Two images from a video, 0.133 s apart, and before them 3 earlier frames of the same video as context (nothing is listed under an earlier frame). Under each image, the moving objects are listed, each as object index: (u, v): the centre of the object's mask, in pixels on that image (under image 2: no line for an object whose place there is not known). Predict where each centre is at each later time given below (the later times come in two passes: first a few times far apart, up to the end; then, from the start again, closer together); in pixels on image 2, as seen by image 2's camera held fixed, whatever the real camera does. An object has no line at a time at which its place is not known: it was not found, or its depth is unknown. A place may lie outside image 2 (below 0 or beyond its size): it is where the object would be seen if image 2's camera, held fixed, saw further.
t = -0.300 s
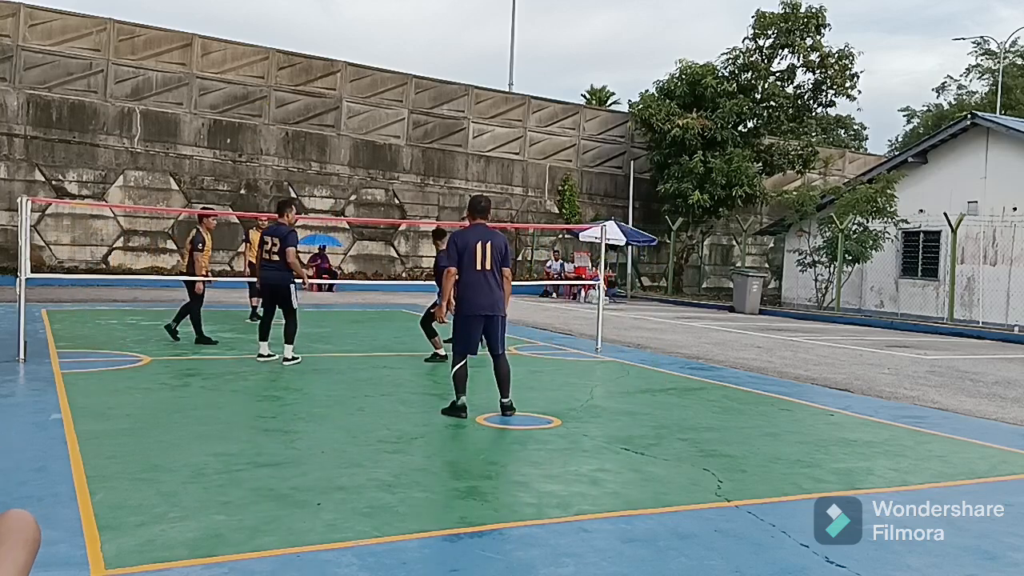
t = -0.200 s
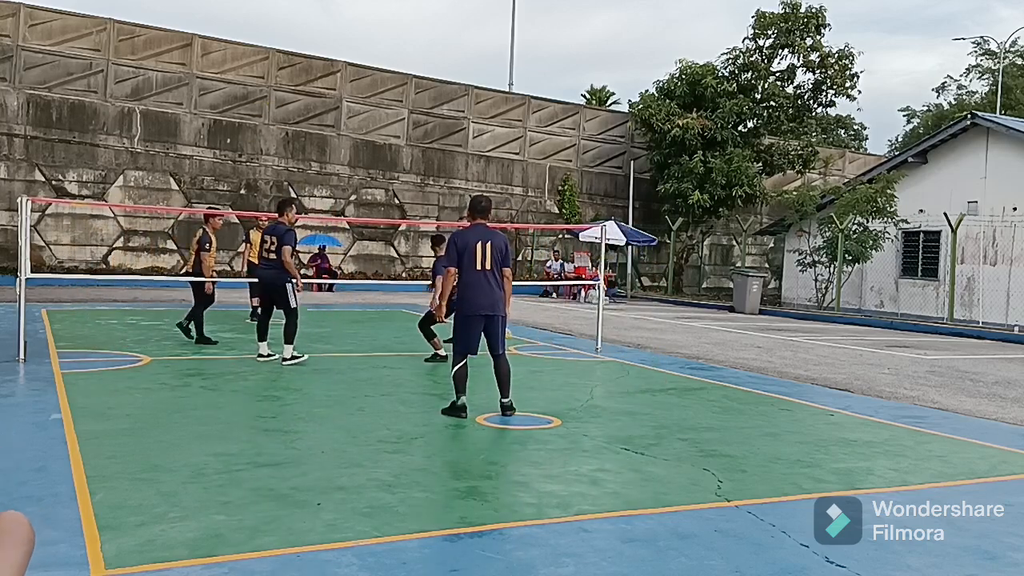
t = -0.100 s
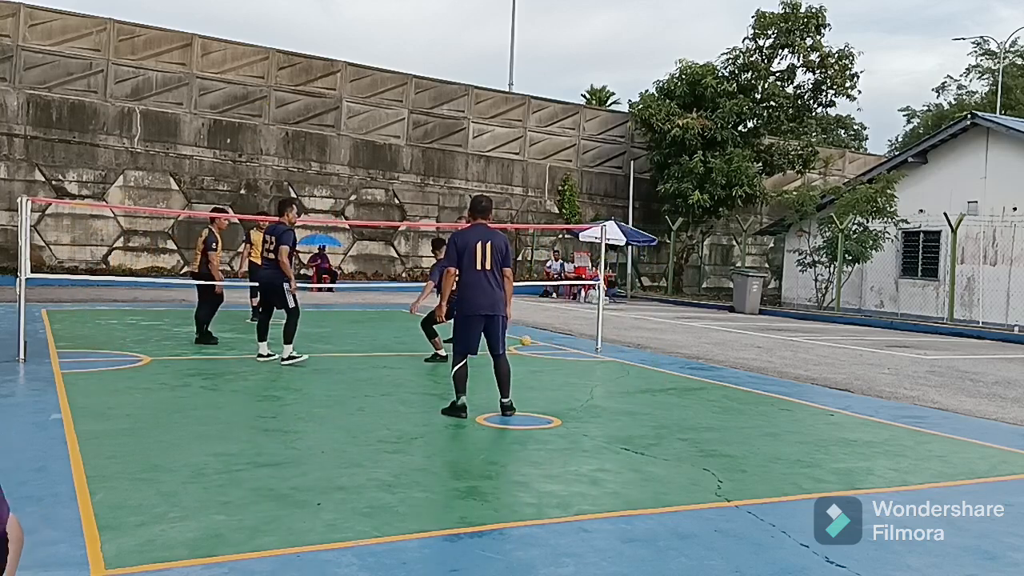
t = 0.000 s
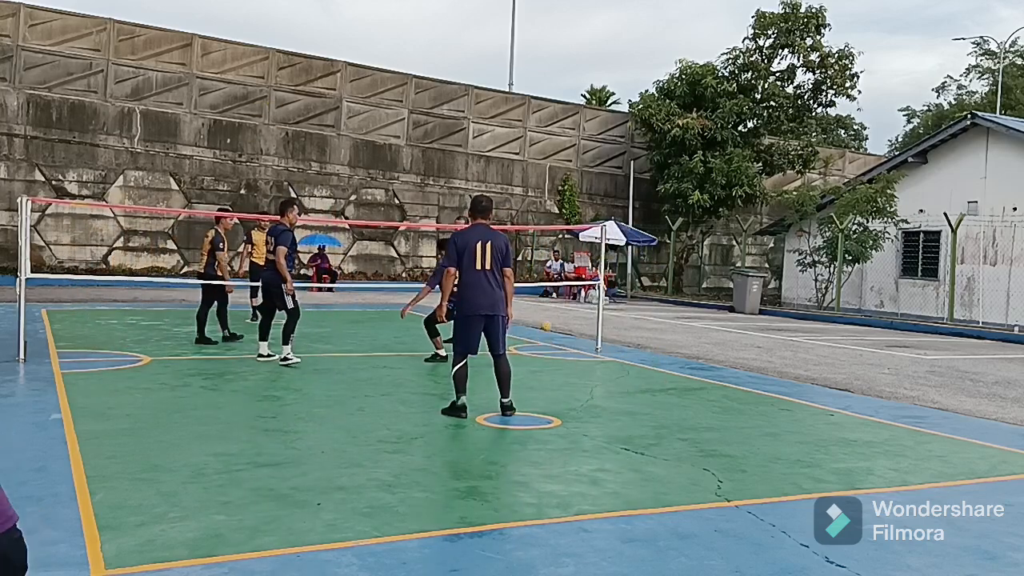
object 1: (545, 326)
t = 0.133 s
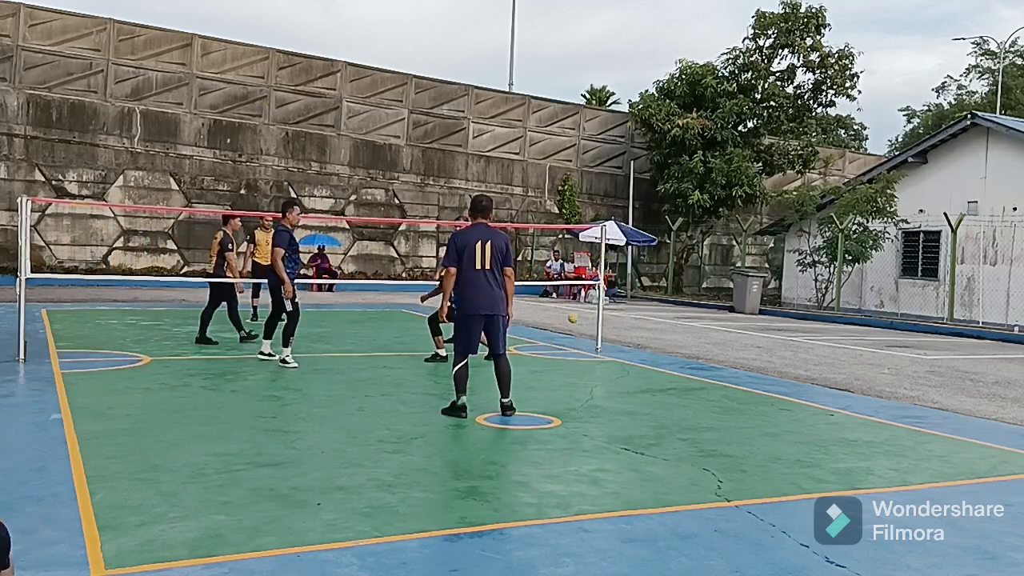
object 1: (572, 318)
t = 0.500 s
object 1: (644, 346)
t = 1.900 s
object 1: (858, 358)
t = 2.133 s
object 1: (888, 358)
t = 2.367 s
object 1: (917, 359)
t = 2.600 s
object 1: (943, 360)
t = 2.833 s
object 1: (968, 361)
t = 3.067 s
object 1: (991, 361)
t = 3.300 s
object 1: (1013, 363)
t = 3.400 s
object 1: (1020, 363)
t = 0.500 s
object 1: (644, 346)
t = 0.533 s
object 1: (650, 343)
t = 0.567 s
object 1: (656, 340)
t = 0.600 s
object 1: (662, 338)
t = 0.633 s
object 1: (669, 337)
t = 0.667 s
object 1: (674, 337)
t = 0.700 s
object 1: (681, 339)
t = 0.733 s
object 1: (687, 340)
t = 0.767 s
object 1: (693, 343)
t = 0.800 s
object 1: (699, 346)
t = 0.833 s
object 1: (704, 351)
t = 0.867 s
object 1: (711, 357)
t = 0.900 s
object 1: (715, 353)
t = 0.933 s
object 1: (721, 349)
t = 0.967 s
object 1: (725, 347)
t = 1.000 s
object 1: (730, 345)
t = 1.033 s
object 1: (735, 344)
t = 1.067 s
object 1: (740, 343)
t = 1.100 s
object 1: (745, 343)
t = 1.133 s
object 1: (749, 345)
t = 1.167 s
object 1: (754, 349)
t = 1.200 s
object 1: (758, 351)
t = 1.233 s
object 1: (763, 355)
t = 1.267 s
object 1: (768, 352)
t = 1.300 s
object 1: (773, 351)
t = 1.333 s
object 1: (778, 351)
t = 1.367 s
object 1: (783, 350)
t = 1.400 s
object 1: (788, 351)
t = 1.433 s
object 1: (792, 353)
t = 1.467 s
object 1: (797, 356)
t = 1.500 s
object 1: (802, 354)
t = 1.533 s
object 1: (807, 354)
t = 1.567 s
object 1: (812, 353)
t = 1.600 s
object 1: (816, 354)
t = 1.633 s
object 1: (820, 357)
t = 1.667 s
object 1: (825, 356)
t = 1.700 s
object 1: (830, 356)
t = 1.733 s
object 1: (835, 356)
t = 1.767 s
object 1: (840, 357)
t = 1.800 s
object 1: (845, 357)
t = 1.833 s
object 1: (849, 358)
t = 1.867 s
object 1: (854, 358)
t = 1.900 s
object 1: (858, 358)
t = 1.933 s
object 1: (862, 358)
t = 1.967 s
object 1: (867, 358)
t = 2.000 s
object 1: (871, 358)
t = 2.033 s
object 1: (875, 358)
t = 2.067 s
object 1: (880, 358)
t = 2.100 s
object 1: (884, 358)
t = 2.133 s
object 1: (888, 358)
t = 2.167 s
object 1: (892, 359)
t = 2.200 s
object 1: (897, 359)
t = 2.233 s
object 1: (901, 359)
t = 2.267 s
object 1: (905, 359)
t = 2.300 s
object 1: (910, 359)
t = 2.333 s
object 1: (913, 359)
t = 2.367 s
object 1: (917, 359)
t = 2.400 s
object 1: (921, 360)
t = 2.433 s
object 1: (925, 359)
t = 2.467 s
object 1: (929, 359)
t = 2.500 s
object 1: (932, 360)
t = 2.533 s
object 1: (936, 360)
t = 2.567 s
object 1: (939, 360)
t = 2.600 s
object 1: (943, 360)
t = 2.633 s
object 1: (947, 360)
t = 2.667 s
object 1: (951, 360)
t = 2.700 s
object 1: (955, 360)
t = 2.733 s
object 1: (958, 361)
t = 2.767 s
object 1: (961, 360)
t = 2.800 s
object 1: (965, 360)
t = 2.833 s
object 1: (968, 361)
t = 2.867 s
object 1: (971, 361)
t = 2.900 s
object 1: (975, 361)
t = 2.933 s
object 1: (979, 362)
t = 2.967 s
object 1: (982, 362)
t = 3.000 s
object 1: (985, 362)
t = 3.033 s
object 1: (988, 362)
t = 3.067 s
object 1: (991, 361)
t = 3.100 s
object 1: (995, 362)
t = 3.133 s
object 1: (998, 362)
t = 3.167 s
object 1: (1001, 362)
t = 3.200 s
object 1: (1004, 362)
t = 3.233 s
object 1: (1007, 362)
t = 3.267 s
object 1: (1010, 362)
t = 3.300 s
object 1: (1013, 363)
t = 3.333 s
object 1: (1017, 363)
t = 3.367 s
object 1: (1019, 363)
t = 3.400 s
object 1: (1020, 363)
